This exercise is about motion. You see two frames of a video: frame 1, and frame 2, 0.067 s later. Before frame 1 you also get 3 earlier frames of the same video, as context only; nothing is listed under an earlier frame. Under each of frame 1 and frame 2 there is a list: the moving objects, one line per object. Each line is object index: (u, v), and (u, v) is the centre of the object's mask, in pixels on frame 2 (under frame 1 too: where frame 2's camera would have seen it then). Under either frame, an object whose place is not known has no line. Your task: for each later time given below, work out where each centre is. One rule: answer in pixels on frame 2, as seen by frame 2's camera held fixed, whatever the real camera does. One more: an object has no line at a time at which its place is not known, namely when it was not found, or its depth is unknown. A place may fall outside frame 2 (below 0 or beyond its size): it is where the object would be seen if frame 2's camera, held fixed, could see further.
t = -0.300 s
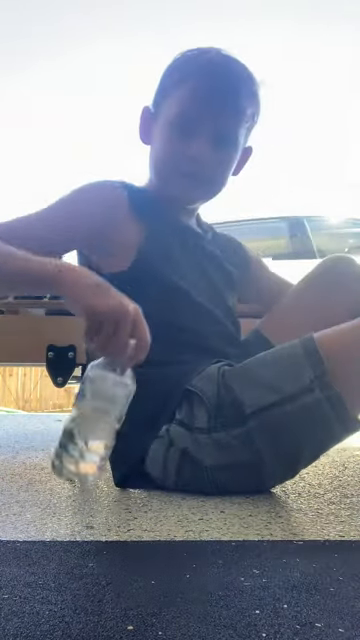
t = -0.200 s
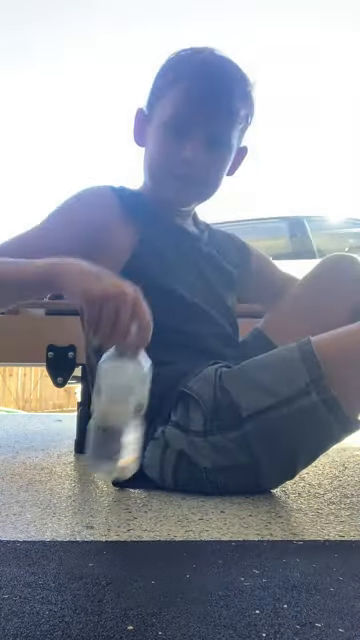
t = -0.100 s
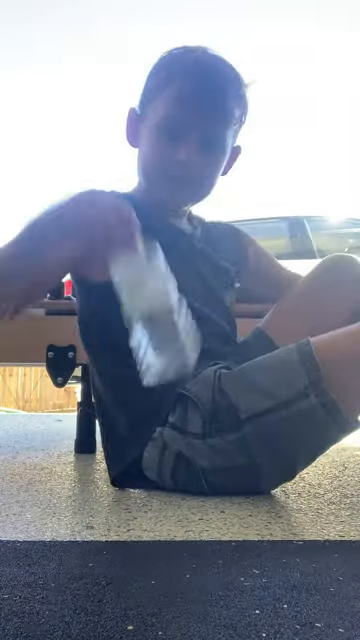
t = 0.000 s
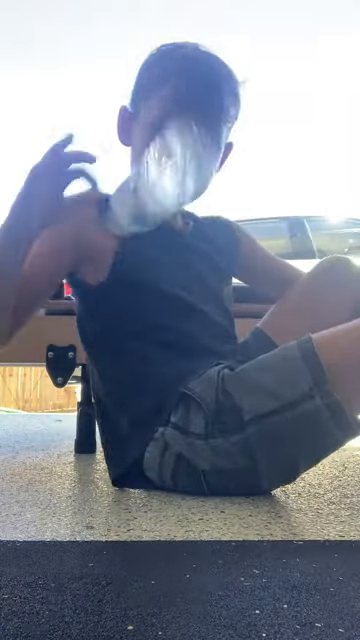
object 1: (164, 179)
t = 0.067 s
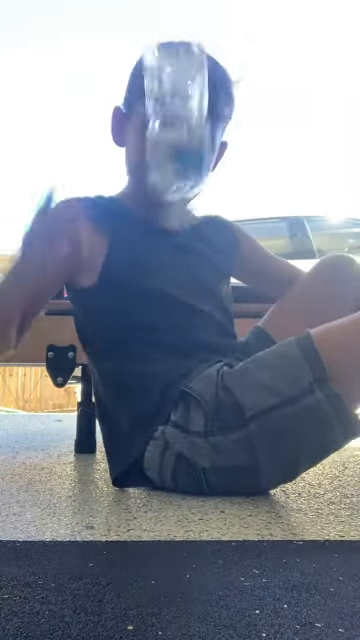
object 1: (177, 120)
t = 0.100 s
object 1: (183, 98)
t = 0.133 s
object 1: (188, 84)
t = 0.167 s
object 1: (192, 83)
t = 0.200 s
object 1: (196, 94)
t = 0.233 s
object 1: (196, 117)
